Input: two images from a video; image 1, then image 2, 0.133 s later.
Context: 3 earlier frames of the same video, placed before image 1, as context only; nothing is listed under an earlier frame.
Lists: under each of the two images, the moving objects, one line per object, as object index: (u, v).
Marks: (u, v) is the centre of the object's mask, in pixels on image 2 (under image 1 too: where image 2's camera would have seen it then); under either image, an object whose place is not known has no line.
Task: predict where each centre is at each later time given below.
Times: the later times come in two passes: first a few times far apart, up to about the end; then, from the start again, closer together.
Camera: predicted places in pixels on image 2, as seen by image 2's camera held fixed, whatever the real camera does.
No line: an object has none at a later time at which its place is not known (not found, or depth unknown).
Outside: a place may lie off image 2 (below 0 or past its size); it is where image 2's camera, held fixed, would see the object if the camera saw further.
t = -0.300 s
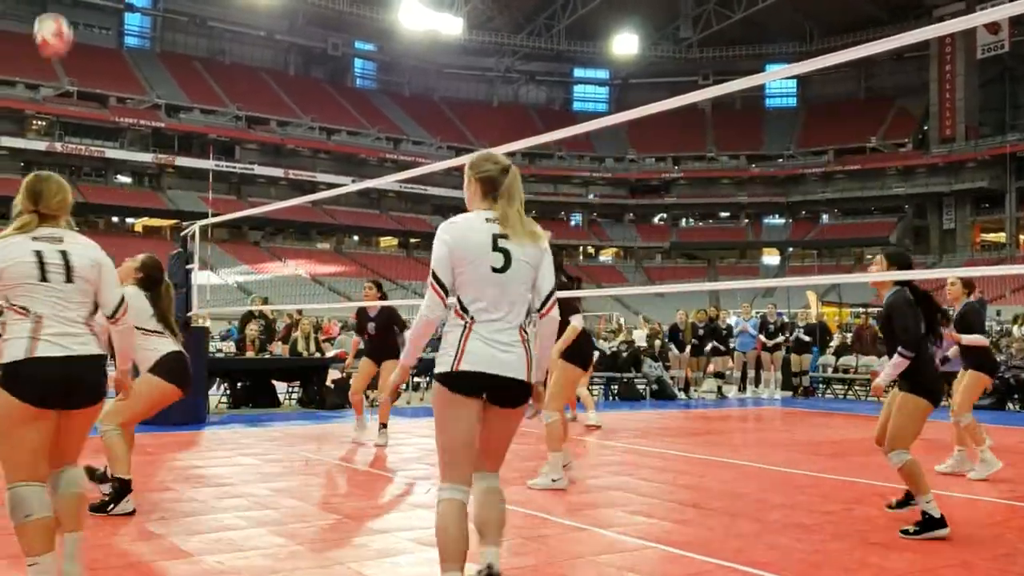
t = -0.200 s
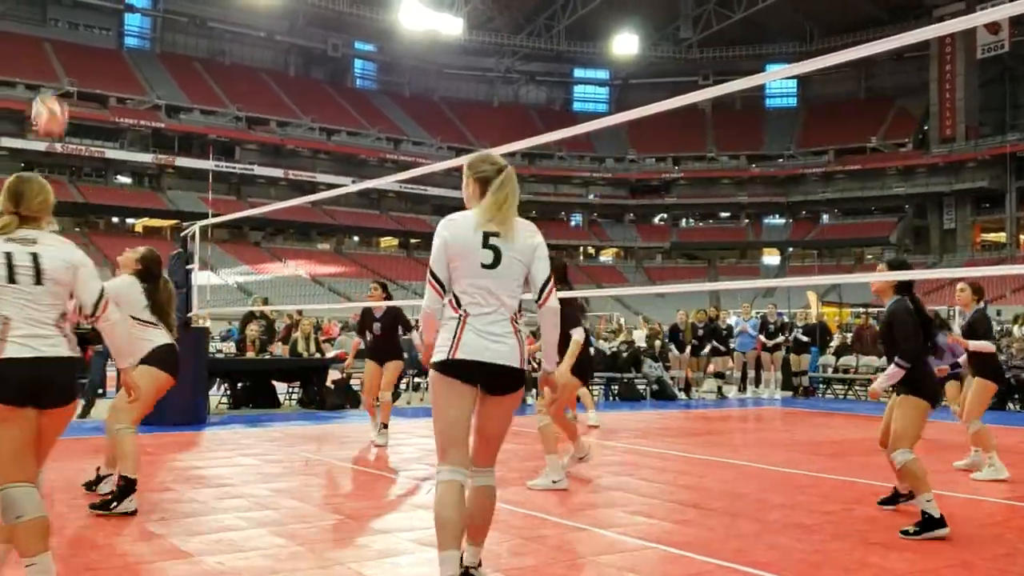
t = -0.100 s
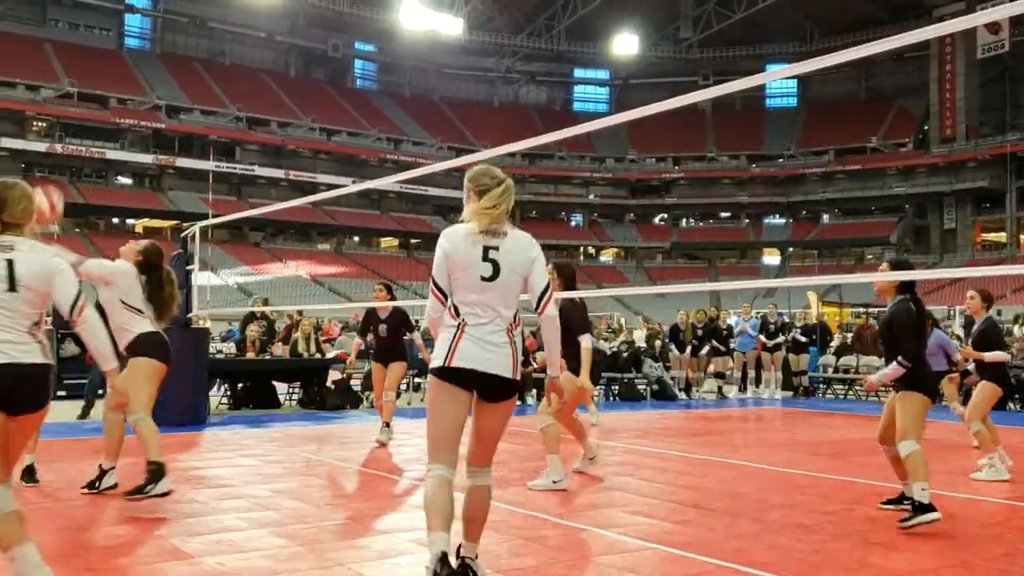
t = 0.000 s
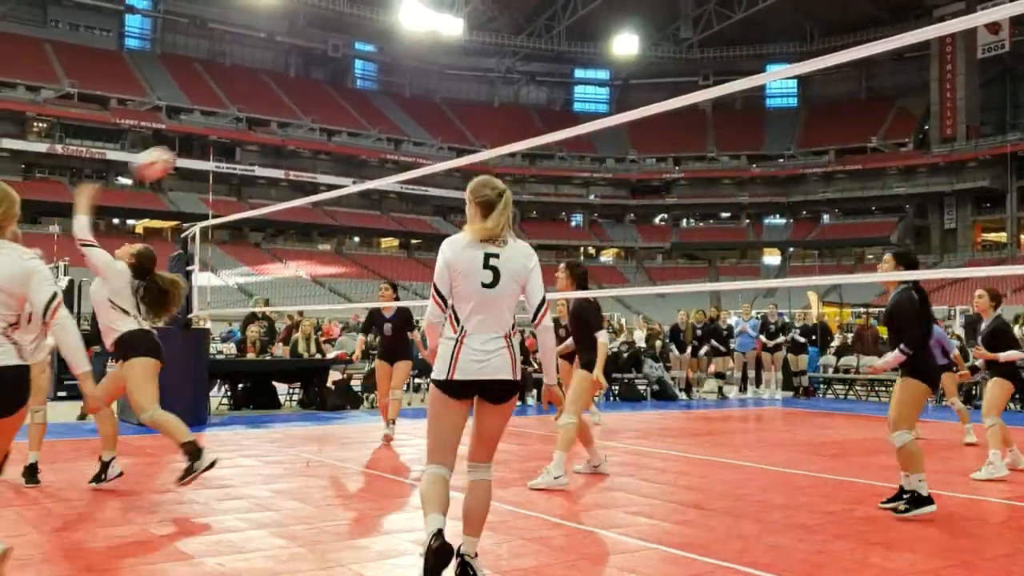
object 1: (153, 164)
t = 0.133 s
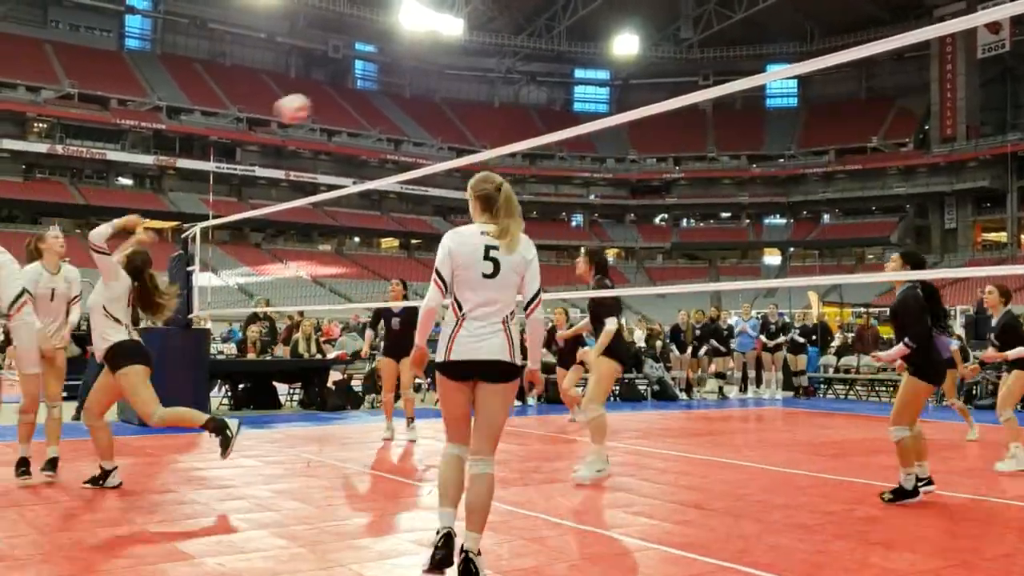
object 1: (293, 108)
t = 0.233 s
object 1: (378, 90)
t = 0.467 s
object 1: (534, 97)
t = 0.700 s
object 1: (648, 154)
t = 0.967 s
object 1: (748, 260)
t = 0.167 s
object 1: (323, 100)
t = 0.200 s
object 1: (352, 95)
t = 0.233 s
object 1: (378, 90)
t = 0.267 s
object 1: (404, 87)
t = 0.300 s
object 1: (428, 85)
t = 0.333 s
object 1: (452, 85)
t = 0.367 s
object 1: (474, 86)
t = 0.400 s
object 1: (495, 89)
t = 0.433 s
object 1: (515, 92)
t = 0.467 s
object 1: (534, 97)
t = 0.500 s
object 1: (553, 102)
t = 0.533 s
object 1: (569, 109)
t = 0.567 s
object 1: (586, 116)
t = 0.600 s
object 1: (603, 125)
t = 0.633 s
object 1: (619, 135)
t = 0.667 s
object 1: (634, 143)
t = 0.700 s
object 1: (648, 154)
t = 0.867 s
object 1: (714, 217)
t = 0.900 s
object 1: (726, 231)
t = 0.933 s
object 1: (737, 245)
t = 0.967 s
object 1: (748, 260)
